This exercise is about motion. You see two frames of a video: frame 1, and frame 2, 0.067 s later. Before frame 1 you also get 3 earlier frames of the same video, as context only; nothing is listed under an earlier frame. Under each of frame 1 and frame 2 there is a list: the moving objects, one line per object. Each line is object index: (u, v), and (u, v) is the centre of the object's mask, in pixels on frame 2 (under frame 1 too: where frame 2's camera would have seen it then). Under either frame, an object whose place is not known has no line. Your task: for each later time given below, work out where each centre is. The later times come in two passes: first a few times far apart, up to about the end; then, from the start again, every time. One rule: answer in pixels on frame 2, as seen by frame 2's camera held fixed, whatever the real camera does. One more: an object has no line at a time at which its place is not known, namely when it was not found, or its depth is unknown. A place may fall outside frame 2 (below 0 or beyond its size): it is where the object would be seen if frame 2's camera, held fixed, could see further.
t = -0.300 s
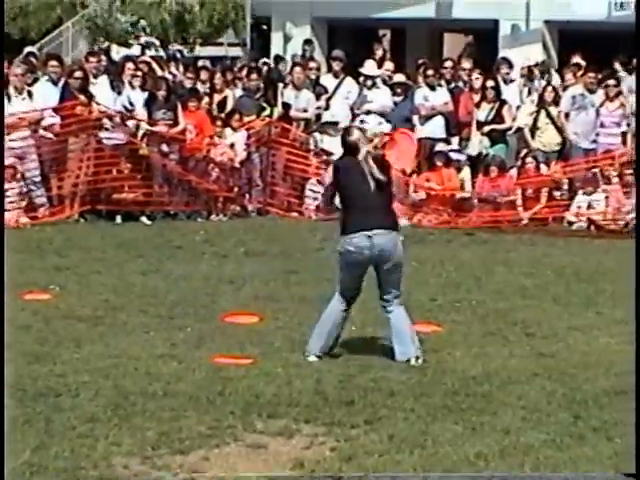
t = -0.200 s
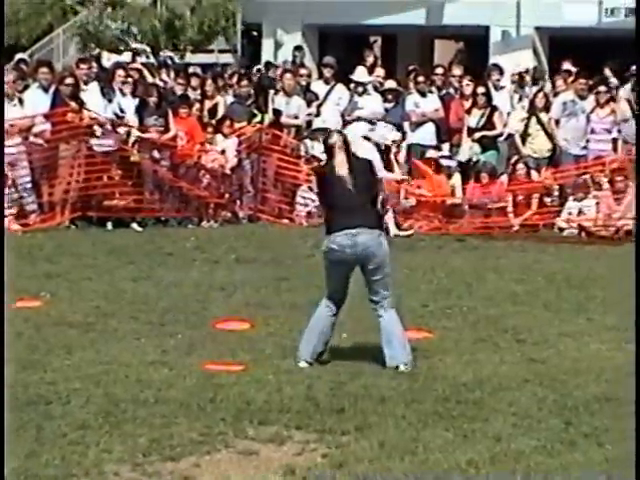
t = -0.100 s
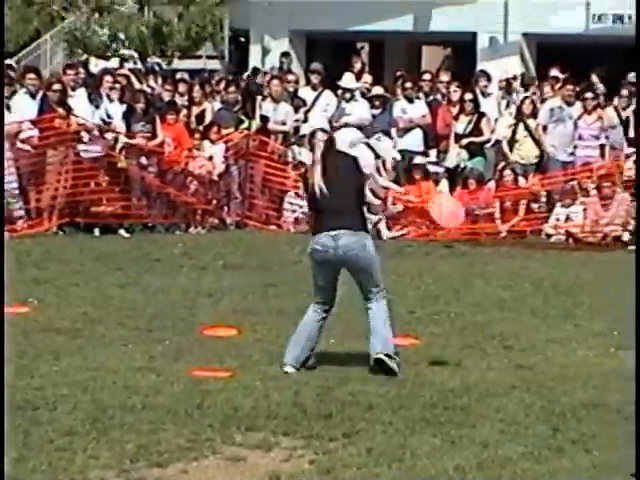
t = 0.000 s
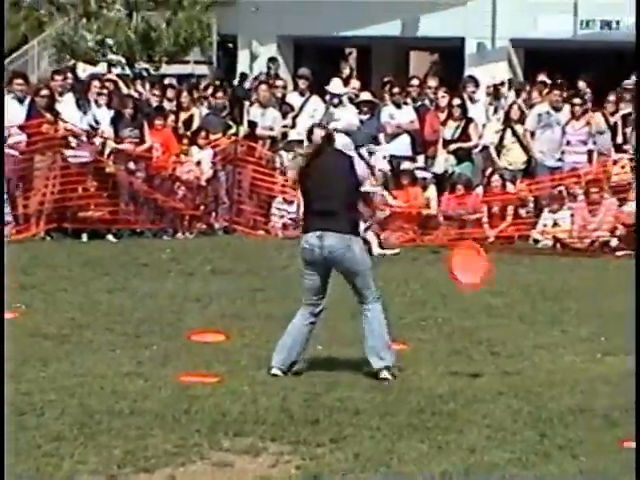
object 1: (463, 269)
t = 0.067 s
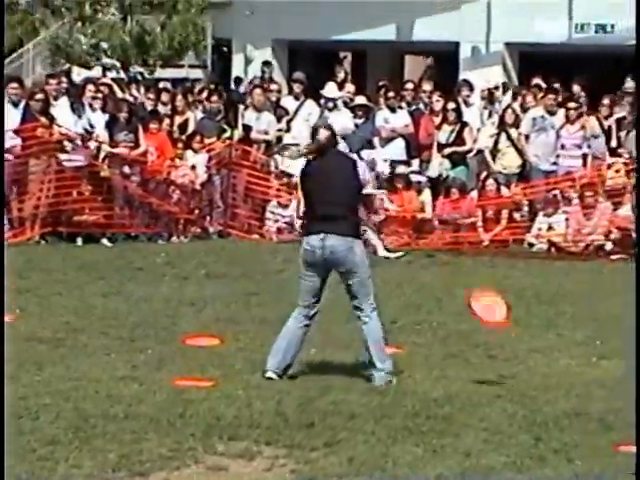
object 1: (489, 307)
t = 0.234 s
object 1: (536, 376)
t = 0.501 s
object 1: (567, 392)
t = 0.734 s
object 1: (560, 392)
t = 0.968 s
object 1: (548, 397)
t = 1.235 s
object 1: (549, 397)
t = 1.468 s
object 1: (551, 397)
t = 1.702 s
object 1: (549, 397)
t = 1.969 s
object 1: (548, 397)
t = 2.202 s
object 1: (549, 397)
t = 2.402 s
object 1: (540, 398)
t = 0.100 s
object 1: (501, 331)
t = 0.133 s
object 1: (514, 357)
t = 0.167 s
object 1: (524, 374)
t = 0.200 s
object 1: (530, 377)
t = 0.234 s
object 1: (536, 376)
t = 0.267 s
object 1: (542, 377)
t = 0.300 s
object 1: (549, 376)
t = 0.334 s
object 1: (551, 378)
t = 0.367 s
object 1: (554, 378)
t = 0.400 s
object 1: (558, 378)
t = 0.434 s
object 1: (561, 381)
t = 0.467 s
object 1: (565, 385)
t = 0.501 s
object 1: (567, 392)
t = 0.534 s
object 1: (568, 391)
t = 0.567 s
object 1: (570, 391)
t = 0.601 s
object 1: (571, 391)
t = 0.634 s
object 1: (569, 391)
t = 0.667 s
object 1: (566, 391)
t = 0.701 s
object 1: (563, 391)
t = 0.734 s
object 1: (560, 392)
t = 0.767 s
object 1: (557, 393)
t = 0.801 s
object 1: (554, 395)
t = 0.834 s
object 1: (551, 396)
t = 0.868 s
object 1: (551, 398)
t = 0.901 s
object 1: (550, 397)
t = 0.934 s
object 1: (549, 396)
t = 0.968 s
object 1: (548, 397)
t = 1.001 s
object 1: (548, 398)
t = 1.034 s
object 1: (549, 398)
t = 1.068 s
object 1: (549, 398)
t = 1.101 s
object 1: (549, 398)
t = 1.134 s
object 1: (548, 398)
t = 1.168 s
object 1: (549, 398)
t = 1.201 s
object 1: (549, 397)
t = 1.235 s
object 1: (549, 397)
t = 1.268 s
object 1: (549, 397)
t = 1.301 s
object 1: (549, 396)
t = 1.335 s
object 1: (549, 396)
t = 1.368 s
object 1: (550, 397)
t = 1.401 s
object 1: (550, 397)
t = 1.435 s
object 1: (551, 397)
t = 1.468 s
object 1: (551, 397)
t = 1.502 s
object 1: (551, 397)
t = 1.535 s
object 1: (550, 397)
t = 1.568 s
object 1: (550, 397)
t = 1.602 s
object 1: (550, 397)
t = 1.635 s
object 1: (550, 397)
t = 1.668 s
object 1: (550, 397)
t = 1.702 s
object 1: (549, 397)
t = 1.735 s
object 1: (549, 397)
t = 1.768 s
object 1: (549, 398)
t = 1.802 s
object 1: (549, 397)
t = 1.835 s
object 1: (549, 397)
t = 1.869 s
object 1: (548, 397)
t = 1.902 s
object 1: (549, 397)
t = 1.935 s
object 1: (549, 398)
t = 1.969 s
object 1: (548, 397)
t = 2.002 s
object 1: (549, 398)
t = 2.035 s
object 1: (549, 397)
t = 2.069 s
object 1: (549, 397)
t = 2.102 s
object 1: (548, 397)
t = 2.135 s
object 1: (548, 397)
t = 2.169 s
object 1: (549, 397)
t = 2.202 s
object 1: (549, 397)
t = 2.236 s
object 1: (548, 397)
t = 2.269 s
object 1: (547, 397)
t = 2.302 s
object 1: (547, 397)
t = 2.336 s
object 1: (546, 397)
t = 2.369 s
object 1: (543, 397)
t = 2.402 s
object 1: (540, 398)
